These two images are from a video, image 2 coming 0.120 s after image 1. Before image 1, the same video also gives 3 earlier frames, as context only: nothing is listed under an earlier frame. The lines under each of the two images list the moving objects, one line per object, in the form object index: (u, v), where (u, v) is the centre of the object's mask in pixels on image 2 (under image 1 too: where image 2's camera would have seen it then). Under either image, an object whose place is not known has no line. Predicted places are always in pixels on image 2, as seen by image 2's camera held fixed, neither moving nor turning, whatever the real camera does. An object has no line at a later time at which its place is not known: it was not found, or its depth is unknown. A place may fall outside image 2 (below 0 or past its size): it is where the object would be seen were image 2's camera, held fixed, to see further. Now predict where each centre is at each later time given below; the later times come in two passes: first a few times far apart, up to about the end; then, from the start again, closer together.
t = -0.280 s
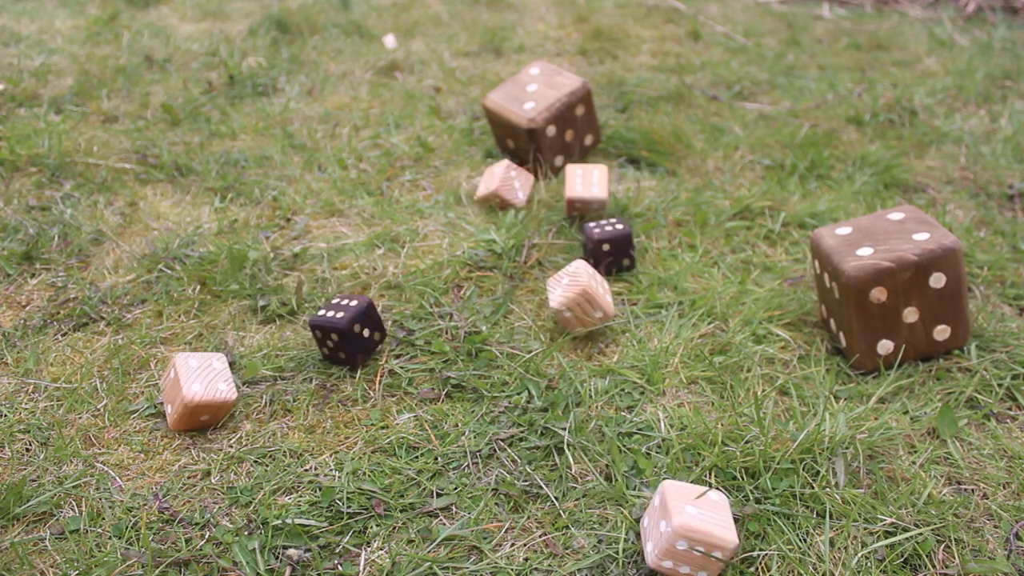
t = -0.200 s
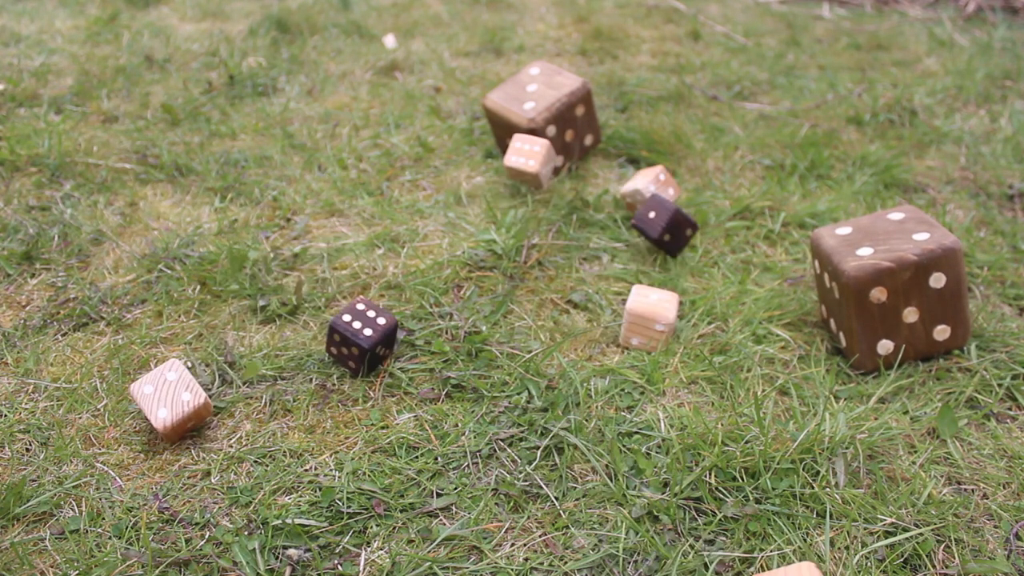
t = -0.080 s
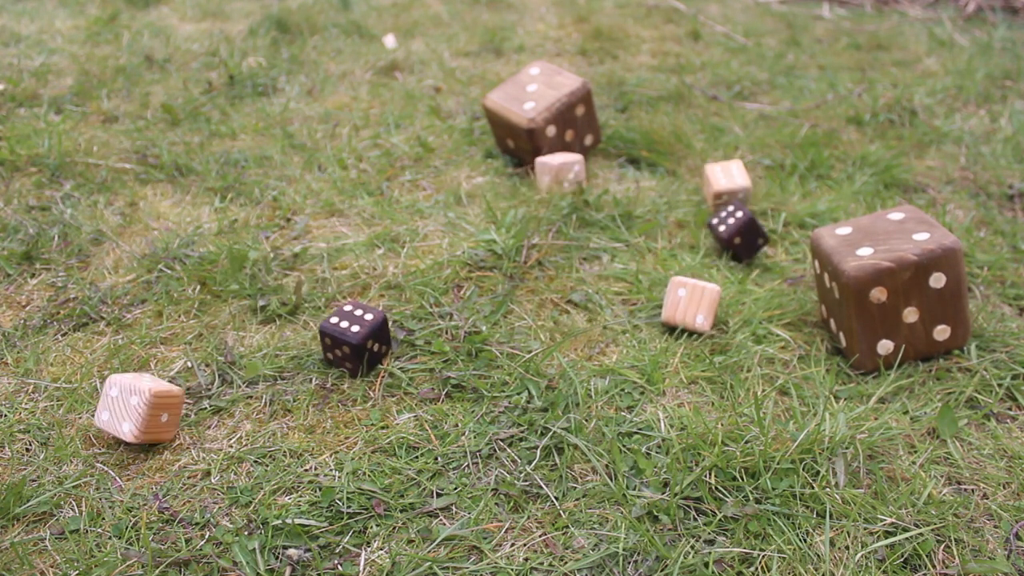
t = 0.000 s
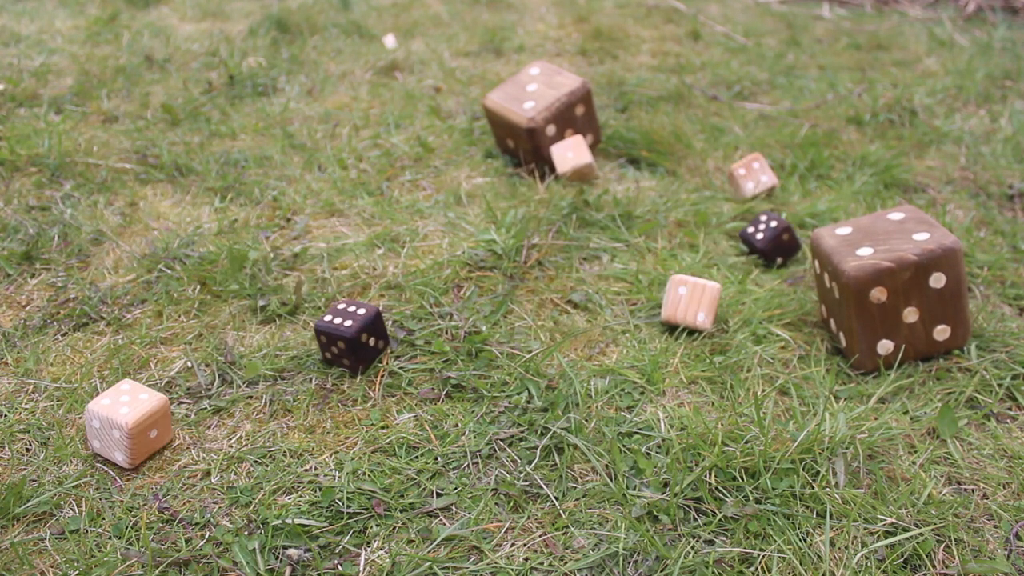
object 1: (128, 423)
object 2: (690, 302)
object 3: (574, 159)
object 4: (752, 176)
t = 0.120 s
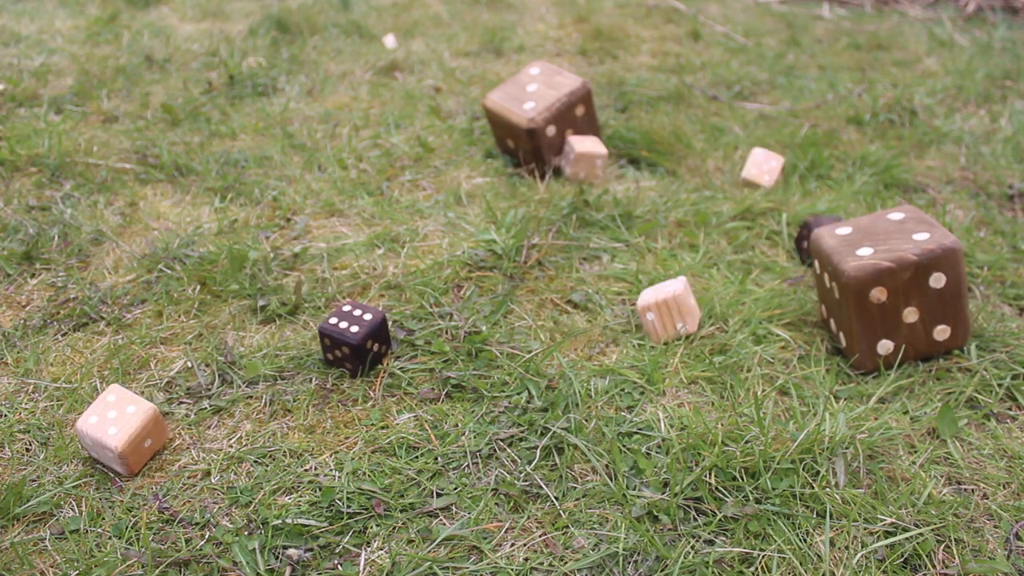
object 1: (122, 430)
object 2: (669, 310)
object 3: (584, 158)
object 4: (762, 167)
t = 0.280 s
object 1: (126, 427)
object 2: (636, 311)
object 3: (580, 160)
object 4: (754, 164)
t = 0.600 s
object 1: (126, 427)
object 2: (633, 311)
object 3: (580, 160)
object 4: (755, 168)
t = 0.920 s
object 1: (126, 427)
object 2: (633, 311)
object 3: (580, 160)
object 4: (755, 168)
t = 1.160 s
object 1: (126, 427)
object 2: (633, 311)
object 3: (580, 160)
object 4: (755, 168)
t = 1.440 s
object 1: (126, 427)
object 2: (633, 311)
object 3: (580, 160)
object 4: (755, 168)
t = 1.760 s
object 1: (126, 427)
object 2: (633, 311)
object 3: (580, 160)
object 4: (755, 168)
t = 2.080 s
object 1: (126, 427)
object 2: (633, 311)
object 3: (580, 160)
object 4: (754, 168)
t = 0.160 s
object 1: (125, 428)
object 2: (663, 309)
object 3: (583, 159)
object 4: (759, 165)
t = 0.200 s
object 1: (127, 424)
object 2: (656, 309)
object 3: (581, 160)
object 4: (756, 169)
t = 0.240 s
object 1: (127, 425)
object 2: (648, 310)
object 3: (580, 160)
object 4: (755, 166)
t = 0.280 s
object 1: (126, 427)
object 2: (636, 311)
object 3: (580, 160)
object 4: (754, 164)
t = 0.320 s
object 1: (125, 428)
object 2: (628, 309)
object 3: (580, 160)
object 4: (754, 164)
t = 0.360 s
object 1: (126, 427)
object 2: (625, 309)
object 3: (580, 160)
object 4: (754, 165)
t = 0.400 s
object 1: (126, 426)
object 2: (627, 309)
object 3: (580, 160)
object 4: (755, 168)
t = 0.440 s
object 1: (126, 427)
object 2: (632, 311)
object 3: (580, 160)
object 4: (755, 168)
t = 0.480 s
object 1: (126, 427)
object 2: (635, 311)
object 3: (580, 160)
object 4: (755, 168)
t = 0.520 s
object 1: (126, 427)
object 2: (635, 311)
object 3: (580, 160)
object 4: (754, 168)
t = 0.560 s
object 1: (126, 427)
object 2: (632, 311)
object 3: (580, 160)
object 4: (754, 168)
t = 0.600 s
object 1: (126, 427)
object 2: (633, 311)
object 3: (580, 160)
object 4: (755, 168)
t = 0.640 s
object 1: (126, 427)
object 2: (633, 311)
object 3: (580, 160)
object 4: (755, 168)
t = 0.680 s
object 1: (126, 427)
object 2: (633, 311)
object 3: (580, 160)
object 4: (755, 168)
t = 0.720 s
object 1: (126, 427)
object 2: (633, 311)
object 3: (580, 160)
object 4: (755, 168)
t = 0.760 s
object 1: (126, 427)
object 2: (633, 311)
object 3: (580, 160)
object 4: (755, 168)
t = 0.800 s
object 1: (126, 427)
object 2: (633, 311)
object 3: (580, 160)
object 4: (754, 168)
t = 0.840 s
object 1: (126, 427)
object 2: (633, 311)
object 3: (580, 160)
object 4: (755, 168)
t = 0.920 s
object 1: (126, 427)
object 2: (633, 311)
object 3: (580, 160)
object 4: (755, 168)
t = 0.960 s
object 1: (126, 427)
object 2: (633, 311)
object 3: (580, 160)
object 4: (755, 168)
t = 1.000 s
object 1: (126, 427)
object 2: (633, 311)
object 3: (580, 160)
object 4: (755, 168)
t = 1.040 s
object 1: (126, 427)
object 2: (633, 311)
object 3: (580, 160)
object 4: (755, 168)
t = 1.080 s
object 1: (126, 427)
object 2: (633, 311)
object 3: (580, 160)
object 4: (755, 168)
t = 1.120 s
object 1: (126, 427)
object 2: (633, 311)
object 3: (580, 160)
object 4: (755, 168)
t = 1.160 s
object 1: (126, 427)
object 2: (633, 311)
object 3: (580, 160)
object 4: (755, 168)
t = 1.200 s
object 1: (126, 427)
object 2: (633, 311)
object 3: (580, 160)
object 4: (755, 168)
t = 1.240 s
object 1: (126, 427)
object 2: (633, 311)
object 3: (580, 160)
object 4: (755, 168)
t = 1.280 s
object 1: (126, 427)
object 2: (633, 311)
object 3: (580, 160)
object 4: (755, 168)
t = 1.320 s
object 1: (126, 427)
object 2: (633, 311)
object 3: (580, 160)
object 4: (755, 168)
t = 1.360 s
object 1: (126, 427)
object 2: (633, 311)
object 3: (580, 160)
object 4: (755, 168)
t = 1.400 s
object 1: (126, 427)
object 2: (633, 311)
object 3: (580, 160)
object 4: (755, 168)
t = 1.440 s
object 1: (126, 427)
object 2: (633, 311)
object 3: (580, 160)
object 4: (755, 168)
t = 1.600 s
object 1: (126, 427)
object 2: (633, 311)
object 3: (580, 160)
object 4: (754, 168)
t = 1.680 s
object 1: (126, 427)
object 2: (633, 311)
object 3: (580, 160)
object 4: (755, 168)
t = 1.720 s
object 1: (126, 427)
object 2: (633, 311)
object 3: (580, 160)
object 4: (755, 168)
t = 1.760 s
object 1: (126, 427)
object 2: (633, 311)
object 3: (580, 160)
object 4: (755, 168)
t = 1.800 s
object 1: (126, 427)
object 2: (633, 311)
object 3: (580, 160)
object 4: (755, 168)
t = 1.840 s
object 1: (126, 427)
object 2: (633, 311)
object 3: (580, 160)
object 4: (754, 168)
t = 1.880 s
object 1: (126, 427)
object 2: (633, 311)
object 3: (580, 160)
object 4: (754, 168)
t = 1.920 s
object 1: (126, 427)
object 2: (633, 311)
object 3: (580, 160)
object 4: (754, 168)
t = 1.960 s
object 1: (126, 427)
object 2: (633, 311)
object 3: (580, 160)
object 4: (754, 168)
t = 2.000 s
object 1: (126, 427)
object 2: (633, 311)
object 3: (580, 160)
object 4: (755, 168)
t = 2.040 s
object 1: (125, 427)
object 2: (633, 311)
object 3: (580, 160)
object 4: (755, 168)
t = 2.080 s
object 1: (126, 427)
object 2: (633, 311)
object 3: (580, 160)
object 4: (754, 168)
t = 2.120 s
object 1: (126, 427)
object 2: (633, 311)
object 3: (580, 160)
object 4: (755, 168)
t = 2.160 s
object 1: (125, 427)
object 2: (633, 311)
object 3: (580, 159)
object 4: (754, 168)
